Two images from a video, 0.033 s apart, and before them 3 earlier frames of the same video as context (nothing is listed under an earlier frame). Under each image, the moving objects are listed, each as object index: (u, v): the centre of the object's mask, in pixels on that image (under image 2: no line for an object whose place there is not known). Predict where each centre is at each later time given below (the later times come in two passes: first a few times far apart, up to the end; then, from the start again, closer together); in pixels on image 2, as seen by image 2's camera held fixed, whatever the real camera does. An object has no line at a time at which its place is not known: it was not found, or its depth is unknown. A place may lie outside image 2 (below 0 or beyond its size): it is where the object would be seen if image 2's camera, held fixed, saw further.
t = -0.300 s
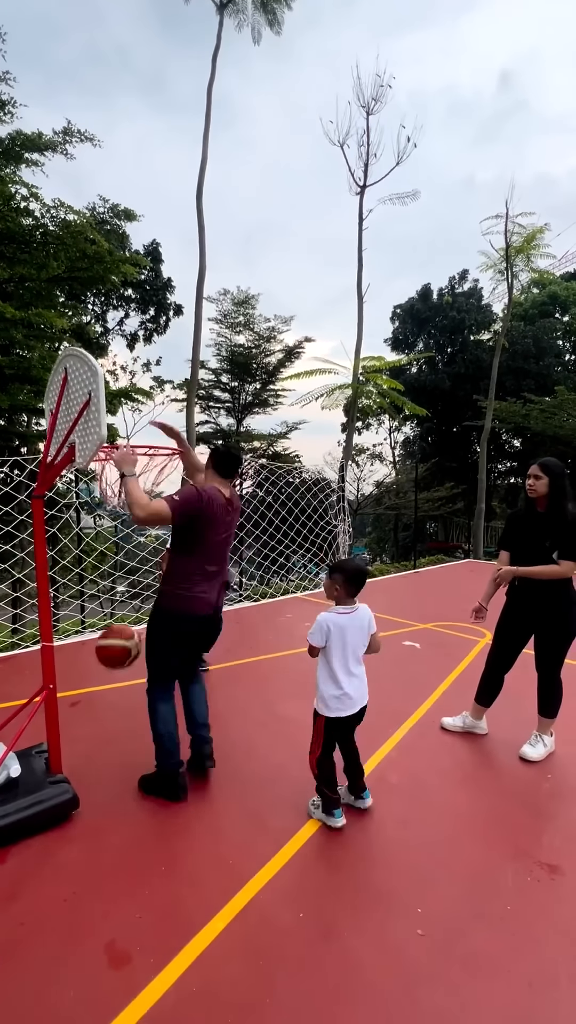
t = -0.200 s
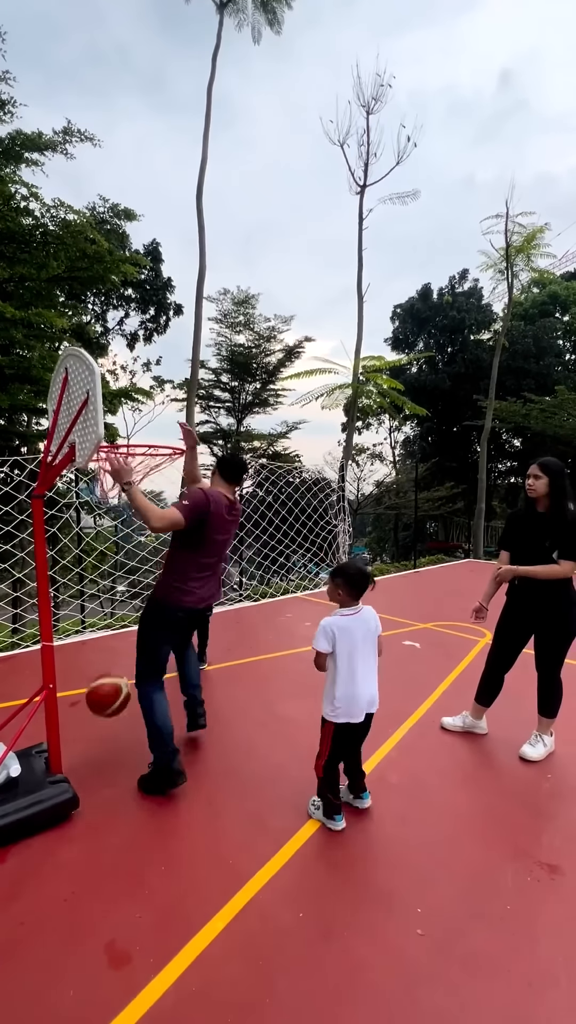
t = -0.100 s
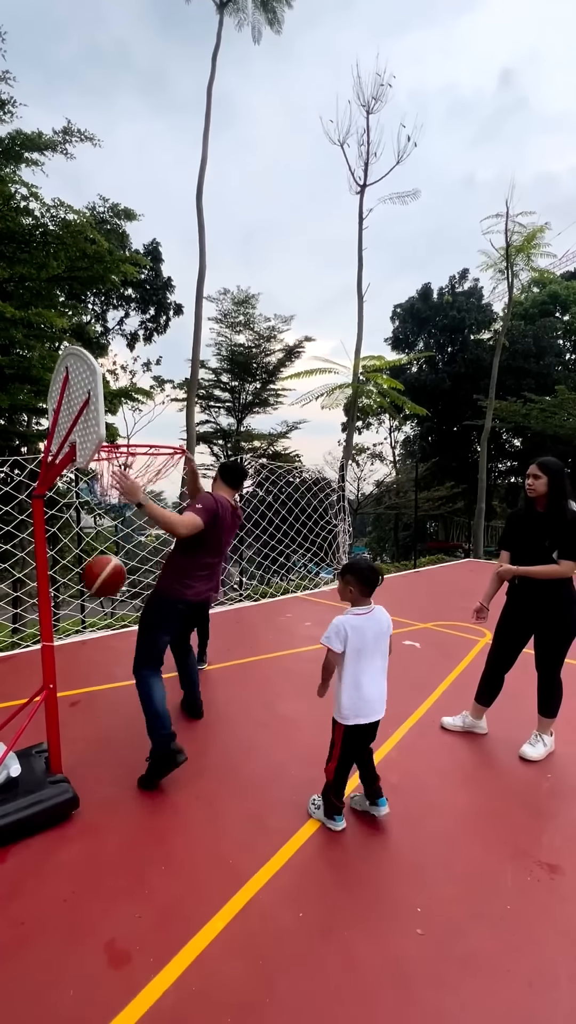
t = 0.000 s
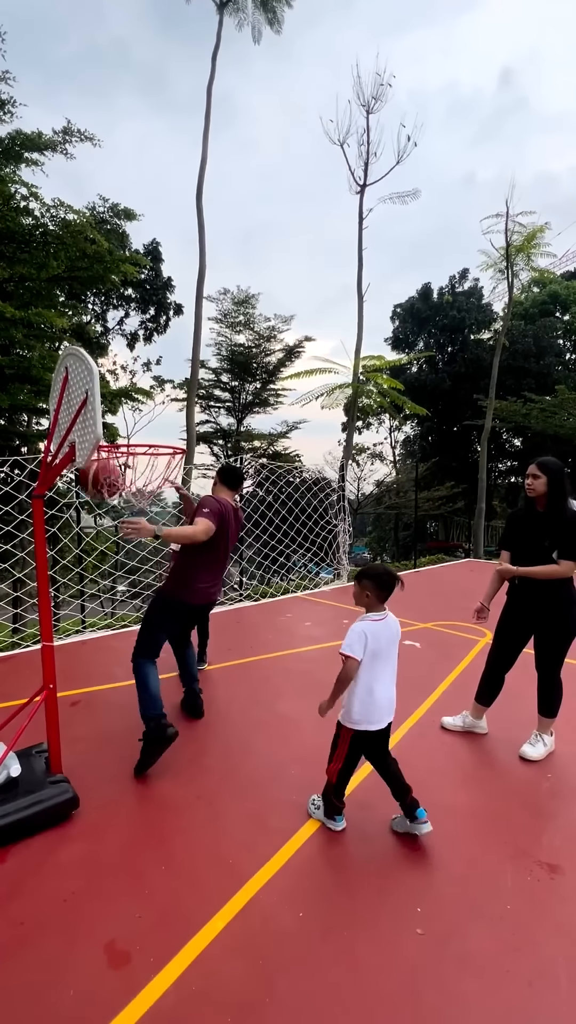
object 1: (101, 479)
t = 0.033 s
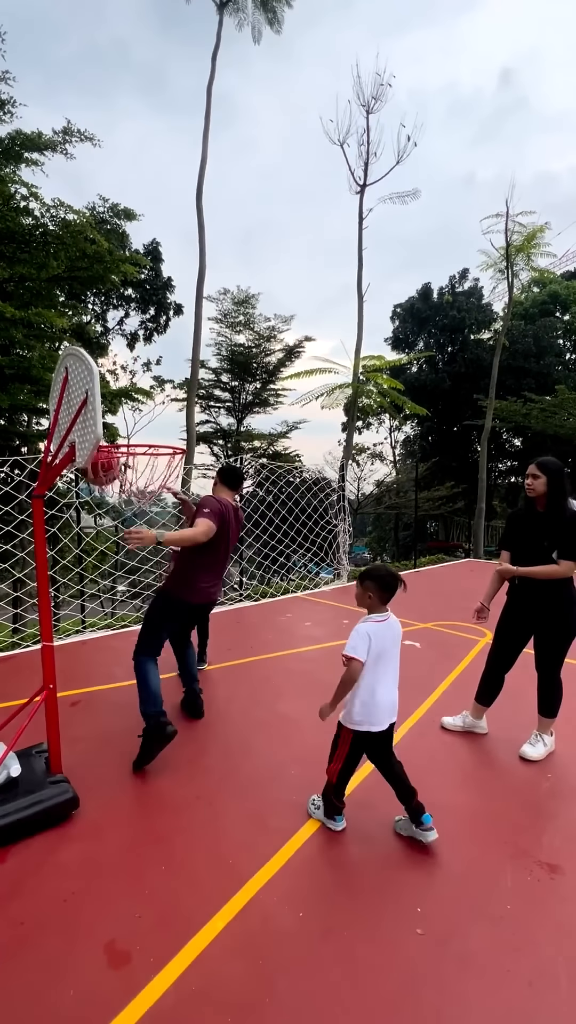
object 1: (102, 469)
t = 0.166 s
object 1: (106, 371)
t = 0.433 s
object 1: (91, 290)
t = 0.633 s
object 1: (90, 299)
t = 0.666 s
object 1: (90, 306)
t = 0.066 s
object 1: (108, 442)
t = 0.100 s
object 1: (109, 404)
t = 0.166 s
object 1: (106, 371)
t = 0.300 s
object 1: (92, 311)
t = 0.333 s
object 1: (92, 307)
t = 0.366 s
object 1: (92, 299)
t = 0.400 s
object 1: (91, 292)
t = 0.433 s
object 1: (91, 290)
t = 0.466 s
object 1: (90, 288)
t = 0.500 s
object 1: (90, 287)
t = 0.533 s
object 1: (90, 288)
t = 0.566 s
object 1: (90, 290)
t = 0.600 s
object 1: (90, 296)
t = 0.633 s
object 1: (90, 299)
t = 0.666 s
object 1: (90, 306)
